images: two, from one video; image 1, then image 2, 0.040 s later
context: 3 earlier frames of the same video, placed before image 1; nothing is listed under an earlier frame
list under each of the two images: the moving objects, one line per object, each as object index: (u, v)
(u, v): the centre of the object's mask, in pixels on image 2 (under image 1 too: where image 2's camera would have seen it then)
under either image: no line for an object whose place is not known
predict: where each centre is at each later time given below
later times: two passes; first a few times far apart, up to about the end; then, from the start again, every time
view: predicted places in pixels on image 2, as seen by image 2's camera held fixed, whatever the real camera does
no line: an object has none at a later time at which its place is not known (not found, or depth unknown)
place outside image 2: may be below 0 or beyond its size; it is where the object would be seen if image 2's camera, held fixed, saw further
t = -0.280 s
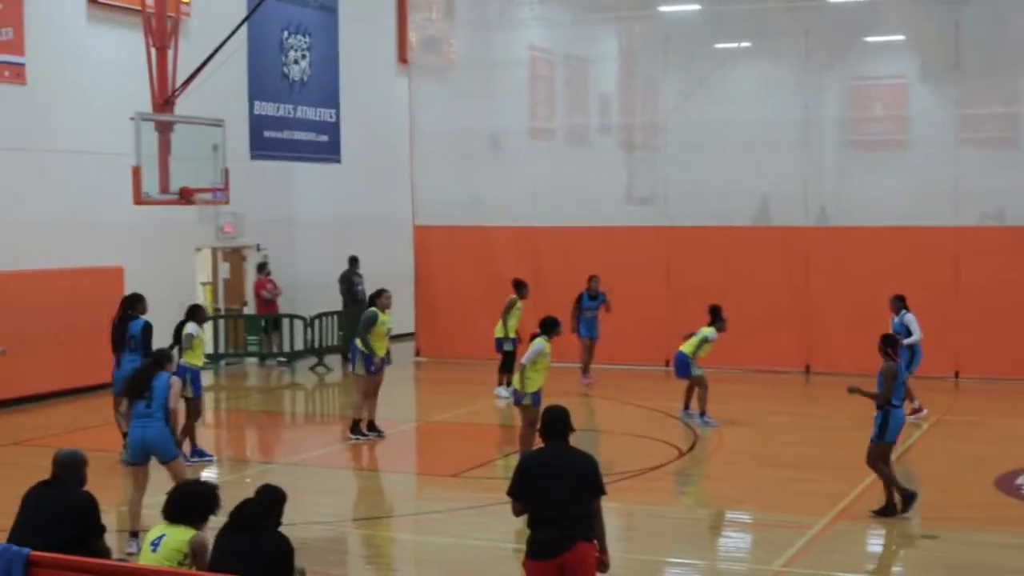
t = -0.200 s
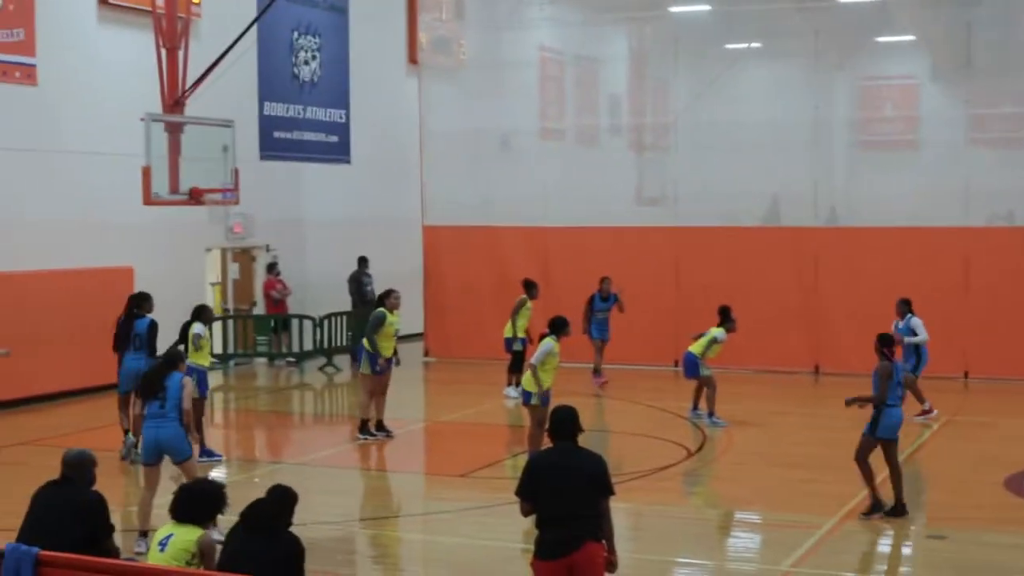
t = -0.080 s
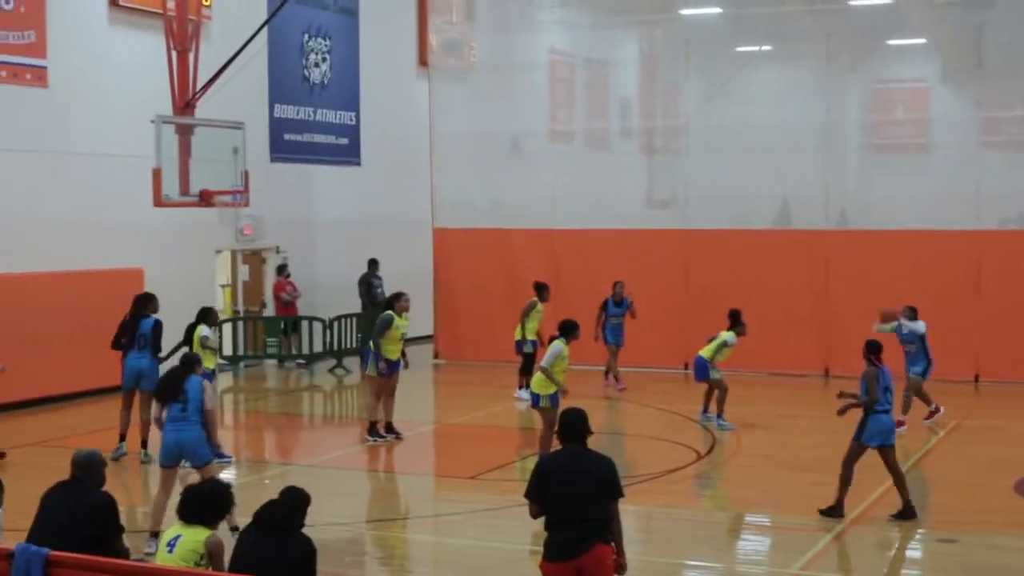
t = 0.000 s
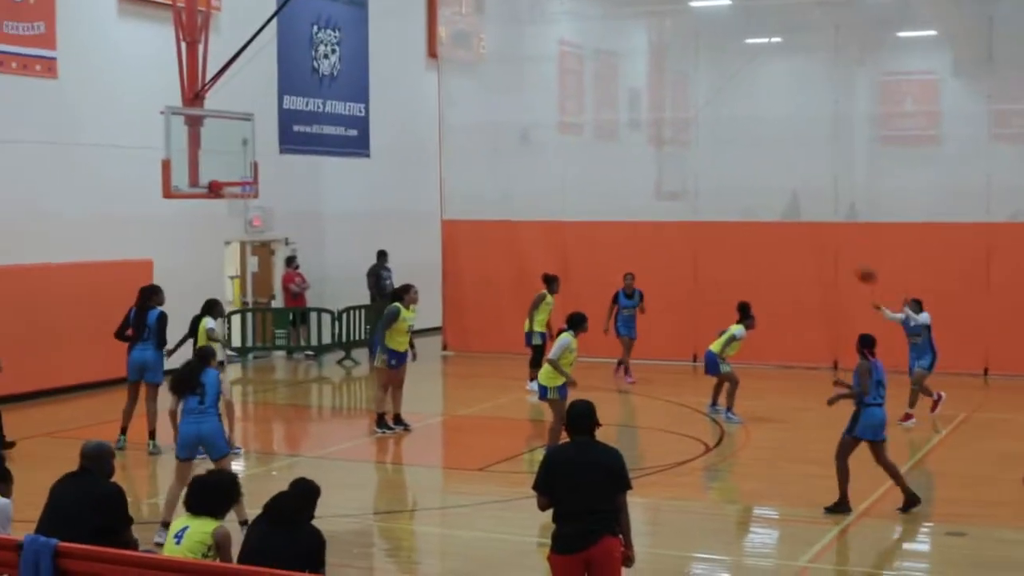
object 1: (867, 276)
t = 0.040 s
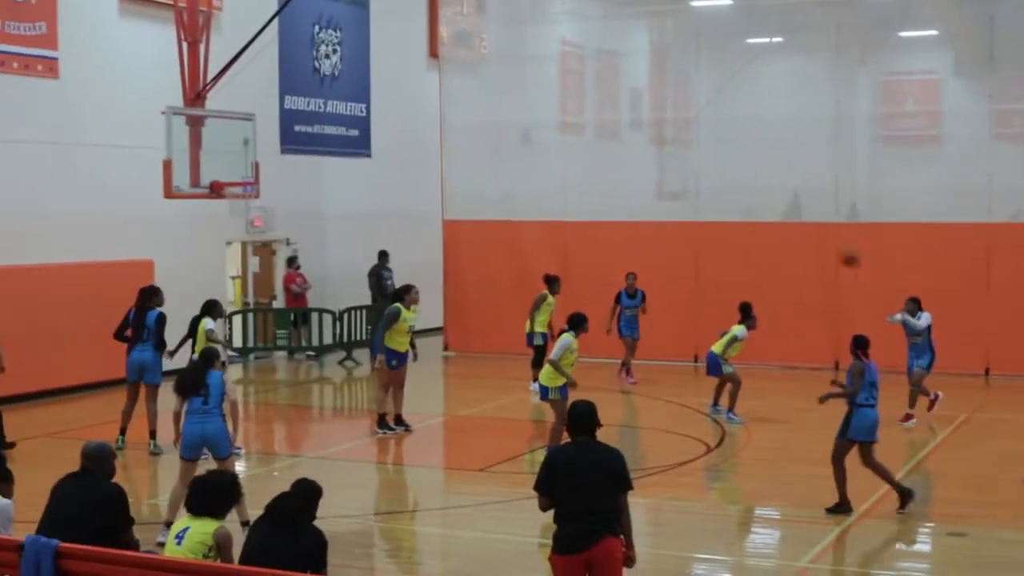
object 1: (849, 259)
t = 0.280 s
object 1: (733, 176)
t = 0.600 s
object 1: (548, 126)
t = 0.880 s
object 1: (354, 155)
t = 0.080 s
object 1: (831, 243)
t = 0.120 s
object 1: (813, 227)
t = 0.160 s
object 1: (794, 212)
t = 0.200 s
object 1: (774, 199)
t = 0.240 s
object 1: (753, 187)
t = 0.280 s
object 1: (733, 176)
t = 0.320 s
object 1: (712, 166)
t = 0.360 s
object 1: (689, 157)
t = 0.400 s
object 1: (667, 149)
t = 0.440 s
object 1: (644, 142)
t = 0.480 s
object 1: (621, 136)
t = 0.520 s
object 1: (598, 131)
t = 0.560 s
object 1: (574, 128)
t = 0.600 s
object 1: (548, 126)
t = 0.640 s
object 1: (523, 125)
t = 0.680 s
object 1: (497, 126)
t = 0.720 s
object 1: (470, 128)
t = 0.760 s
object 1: (443, 133)
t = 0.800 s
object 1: (414, 138)
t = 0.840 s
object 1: (385, 146)
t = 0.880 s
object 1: (354, 155)
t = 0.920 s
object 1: (324, 166)
